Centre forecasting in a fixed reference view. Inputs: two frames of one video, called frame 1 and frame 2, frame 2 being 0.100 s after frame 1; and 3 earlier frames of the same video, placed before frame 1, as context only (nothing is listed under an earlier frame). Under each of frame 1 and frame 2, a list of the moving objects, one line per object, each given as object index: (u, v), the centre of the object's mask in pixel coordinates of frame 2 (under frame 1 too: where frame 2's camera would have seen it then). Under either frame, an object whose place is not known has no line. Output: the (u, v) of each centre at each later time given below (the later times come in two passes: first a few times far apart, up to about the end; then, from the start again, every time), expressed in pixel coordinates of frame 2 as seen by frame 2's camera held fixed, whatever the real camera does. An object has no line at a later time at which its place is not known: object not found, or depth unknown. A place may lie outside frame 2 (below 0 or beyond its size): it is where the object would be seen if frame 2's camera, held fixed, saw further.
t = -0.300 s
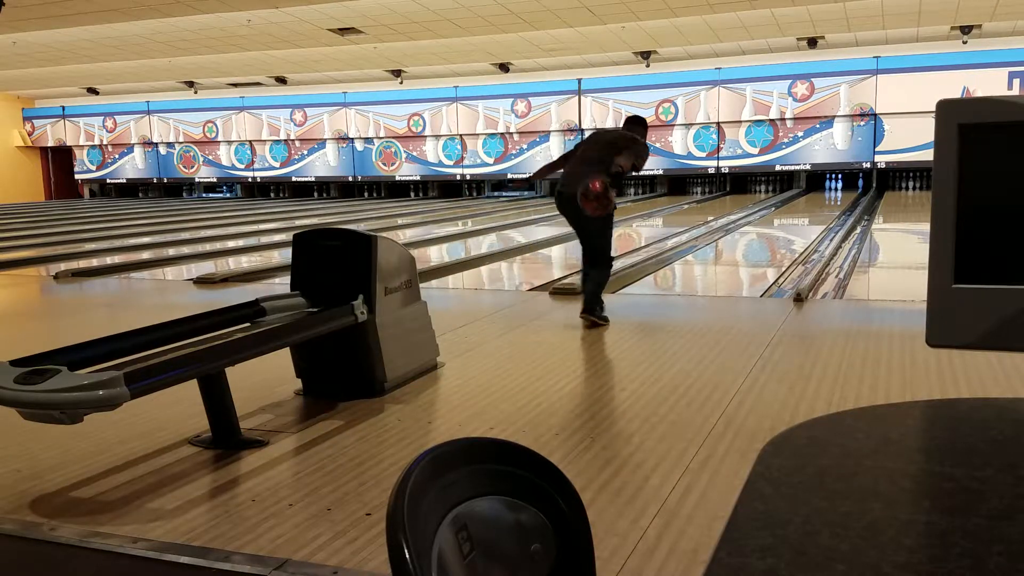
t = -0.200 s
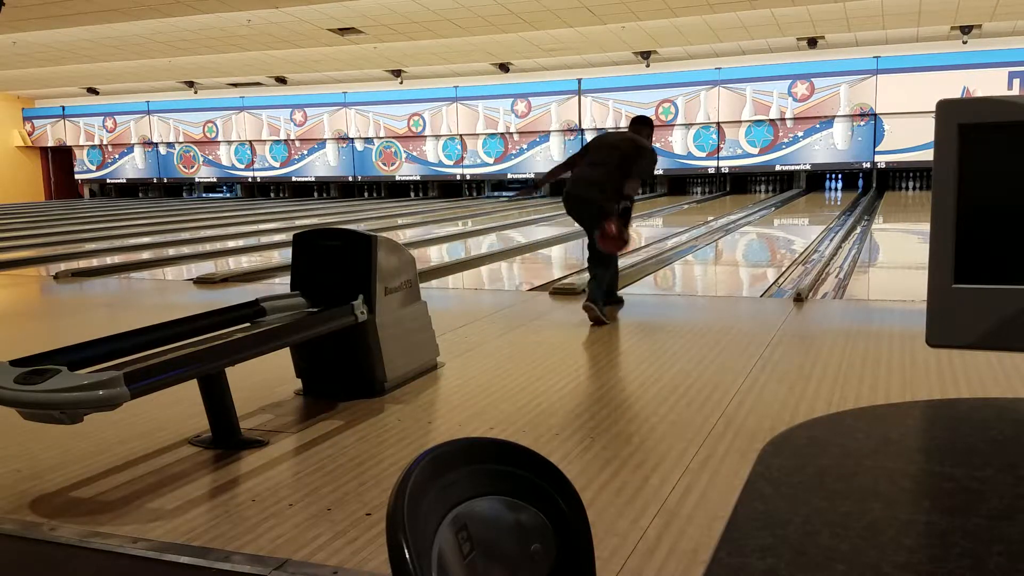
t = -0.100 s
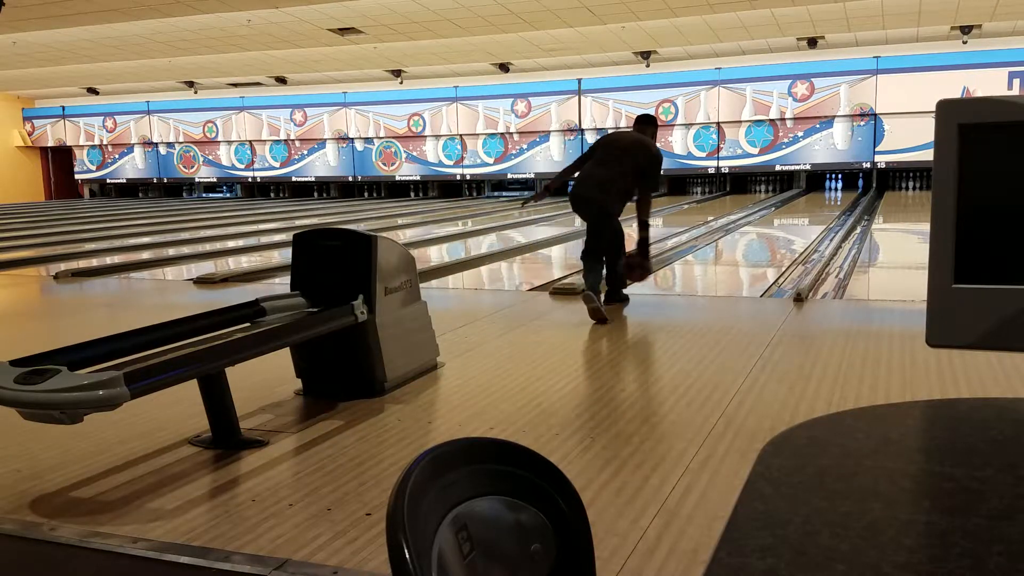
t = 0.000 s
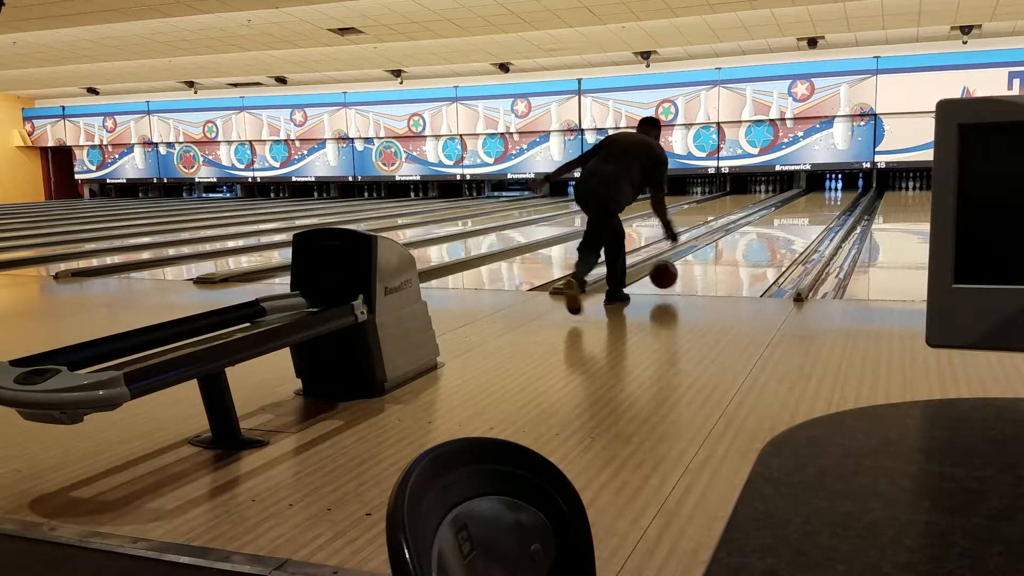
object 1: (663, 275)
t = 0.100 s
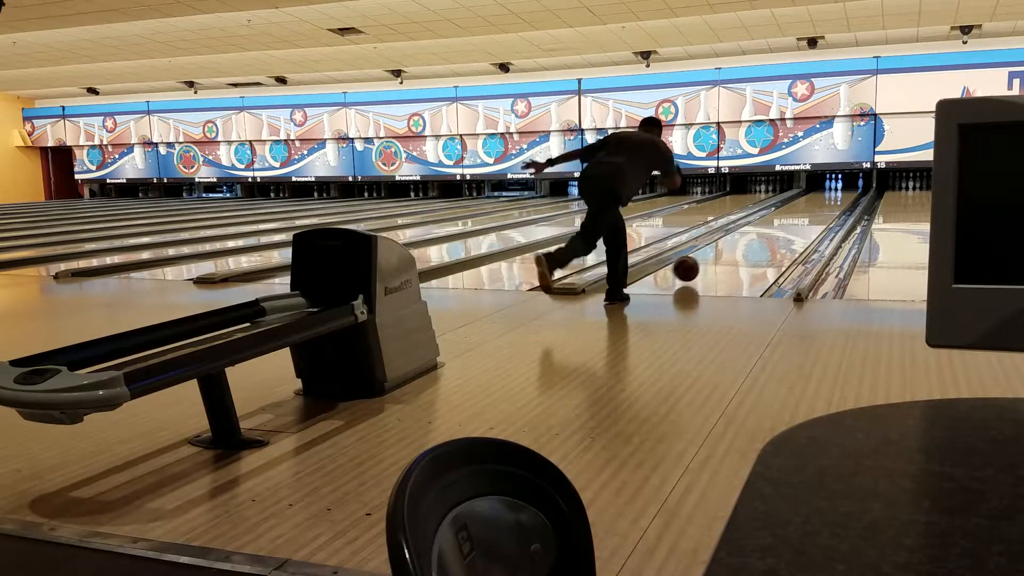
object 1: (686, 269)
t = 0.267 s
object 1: (716, 255)
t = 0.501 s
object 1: (748, 240)
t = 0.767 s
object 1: (774, 226)
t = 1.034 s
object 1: (794, 217)
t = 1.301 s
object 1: (809, 210)
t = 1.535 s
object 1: (821, 204)
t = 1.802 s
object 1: (830, 198)
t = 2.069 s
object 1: (839, 193)
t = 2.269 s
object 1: (843, 191)
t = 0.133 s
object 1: (693, 266)
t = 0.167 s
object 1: (699, 263)
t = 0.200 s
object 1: (705, 261)
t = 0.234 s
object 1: (711, 258)
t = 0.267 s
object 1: (716, 255)
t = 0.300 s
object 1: (721, 253)
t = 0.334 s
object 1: (726, 250)
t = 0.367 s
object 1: (731, 248)
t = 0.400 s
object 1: (735, 246)
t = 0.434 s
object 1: (740, 243)
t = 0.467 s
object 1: (744, 241)
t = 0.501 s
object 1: (748, 240)
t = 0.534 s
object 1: (752, 238)
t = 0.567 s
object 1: (755, 236)
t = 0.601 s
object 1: (759, 234)
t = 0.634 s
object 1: (762, 233)
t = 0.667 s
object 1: (765, 231)
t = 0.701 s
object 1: (768, 230)
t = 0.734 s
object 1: (772, 228)
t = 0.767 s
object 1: (774, 226)
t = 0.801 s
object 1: (777, 225)
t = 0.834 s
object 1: (780, 224)
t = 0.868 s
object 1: (783, 223)
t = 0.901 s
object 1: (785, 221)
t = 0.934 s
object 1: (787, 220)
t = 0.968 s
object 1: (790, 219)
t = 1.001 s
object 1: (792, 218)
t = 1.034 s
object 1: (794, 217)
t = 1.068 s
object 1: (796, 216)
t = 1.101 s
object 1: (799, 214)
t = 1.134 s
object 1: (801, 214)
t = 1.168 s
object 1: (802, 213)
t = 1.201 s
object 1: (804, 212)
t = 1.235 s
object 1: (806, 211)
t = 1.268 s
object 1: (808, 210)
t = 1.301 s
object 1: (809, 210)
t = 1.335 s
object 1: (812, 209)
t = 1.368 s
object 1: (813, 208)
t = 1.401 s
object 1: (814, 207)
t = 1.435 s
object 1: (816, 206)
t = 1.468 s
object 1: (817, 206)
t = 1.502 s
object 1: (819, 205)
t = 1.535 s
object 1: (821, 204)
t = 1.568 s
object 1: (822, 203)
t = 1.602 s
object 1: (823, 202)
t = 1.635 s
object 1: (824, 202)
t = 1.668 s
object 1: (826, 201)
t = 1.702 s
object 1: (827, 200)
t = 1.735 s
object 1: (828, 199)
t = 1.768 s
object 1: (830, 198)
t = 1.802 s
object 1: (830, 198)
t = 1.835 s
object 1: (831, 198)
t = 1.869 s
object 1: (832, 197)
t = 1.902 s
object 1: (833, 197)
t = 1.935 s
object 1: (834, 196)
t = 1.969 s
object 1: (835, 195)
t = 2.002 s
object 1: (836, 195)
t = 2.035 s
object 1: (838, 194)
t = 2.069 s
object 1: (839, 193)
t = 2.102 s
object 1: (839, 193)
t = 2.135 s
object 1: (840, 192)
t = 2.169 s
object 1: (841, 192)
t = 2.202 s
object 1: (842, 192)
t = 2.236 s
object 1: (842, 191)
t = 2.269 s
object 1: (843, 191)
